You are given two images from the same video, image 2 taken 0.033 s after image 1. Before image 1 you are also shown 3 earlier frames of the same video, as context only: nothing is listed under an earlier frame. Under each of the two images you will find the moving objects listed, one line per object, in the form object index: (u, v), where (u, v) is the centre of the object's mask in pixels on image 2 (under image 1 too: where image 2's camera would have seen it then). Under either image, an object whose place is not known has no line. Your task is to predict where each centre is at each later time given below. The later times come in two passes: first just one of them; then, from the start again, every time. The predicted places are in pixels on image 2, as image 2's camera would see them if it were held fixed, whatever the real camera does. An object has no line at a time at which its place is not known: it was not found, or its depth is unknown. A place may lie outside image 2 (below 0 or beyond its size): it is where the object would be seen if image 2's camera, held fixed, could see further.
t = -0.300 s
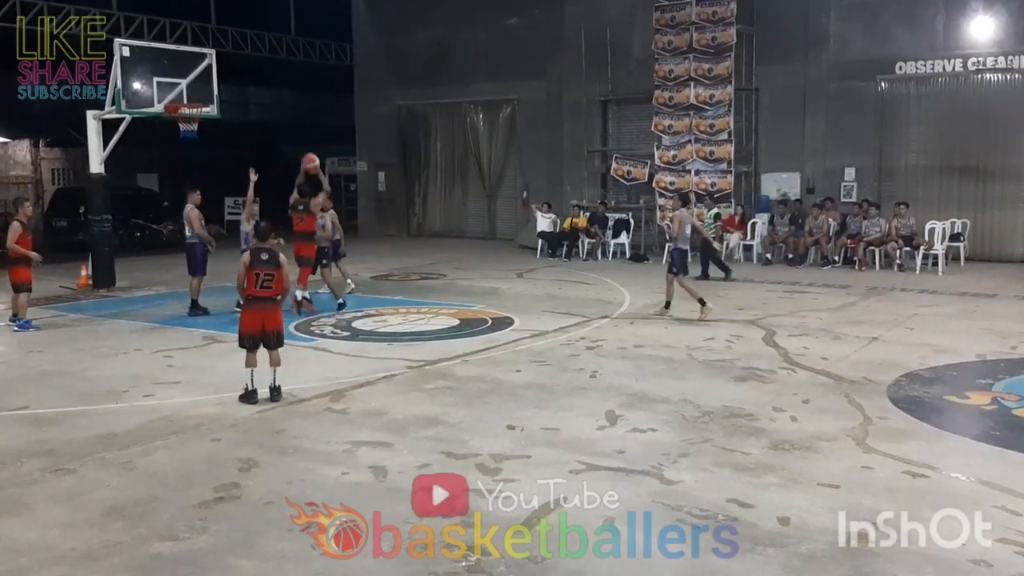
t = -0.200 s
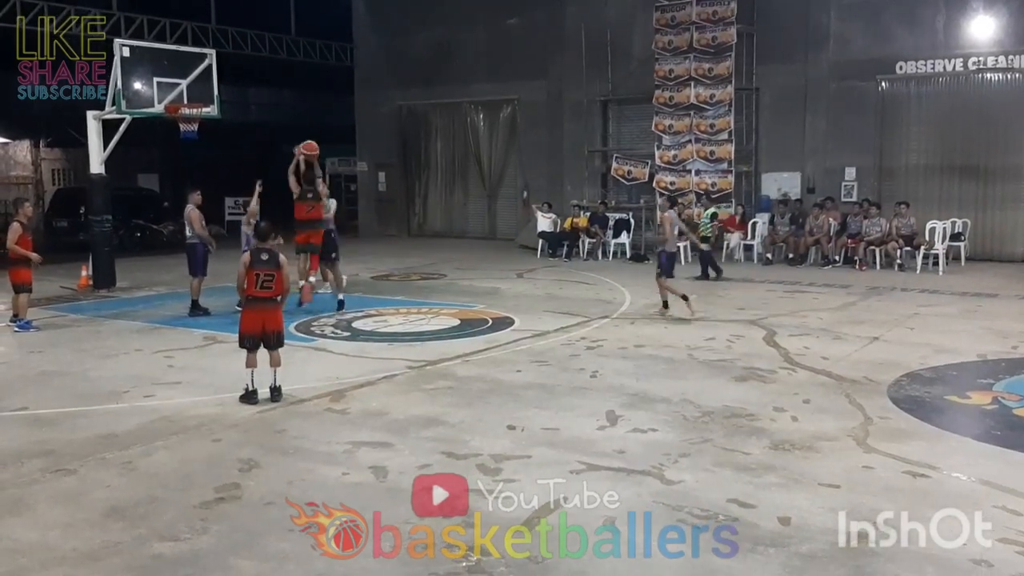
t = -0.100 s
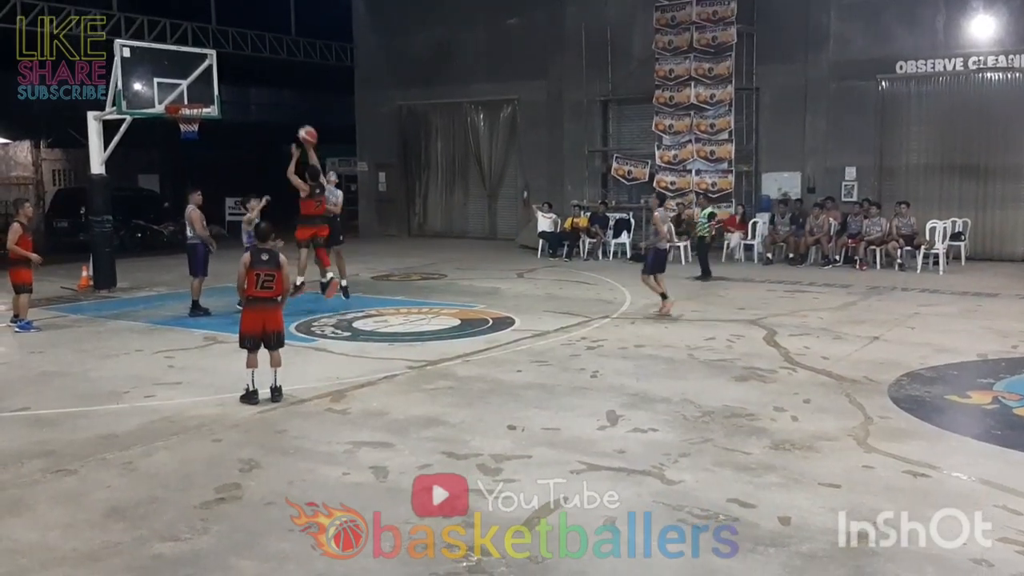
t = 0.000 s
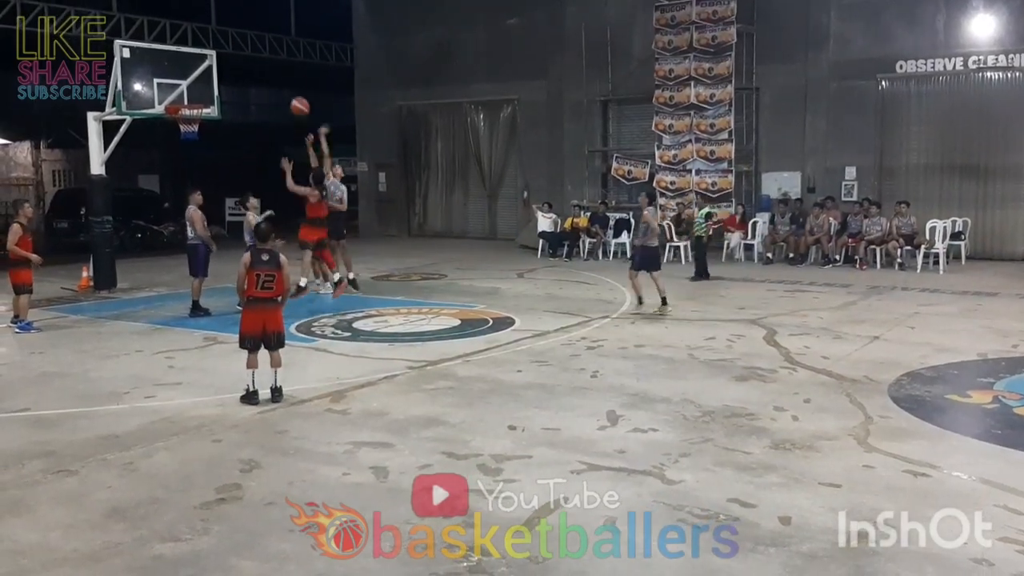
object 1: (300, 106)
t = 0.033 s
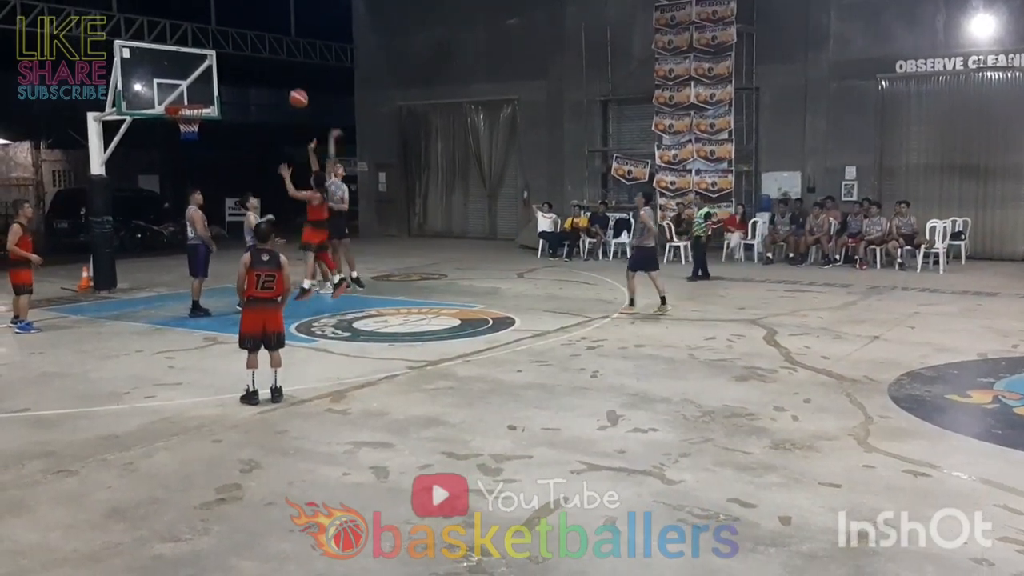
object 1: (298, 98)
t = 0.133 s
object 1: (293, 77)
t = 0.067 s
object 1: (297, 90)
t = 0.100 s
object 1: (295, 83)
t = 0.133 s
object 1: (293, 77)
